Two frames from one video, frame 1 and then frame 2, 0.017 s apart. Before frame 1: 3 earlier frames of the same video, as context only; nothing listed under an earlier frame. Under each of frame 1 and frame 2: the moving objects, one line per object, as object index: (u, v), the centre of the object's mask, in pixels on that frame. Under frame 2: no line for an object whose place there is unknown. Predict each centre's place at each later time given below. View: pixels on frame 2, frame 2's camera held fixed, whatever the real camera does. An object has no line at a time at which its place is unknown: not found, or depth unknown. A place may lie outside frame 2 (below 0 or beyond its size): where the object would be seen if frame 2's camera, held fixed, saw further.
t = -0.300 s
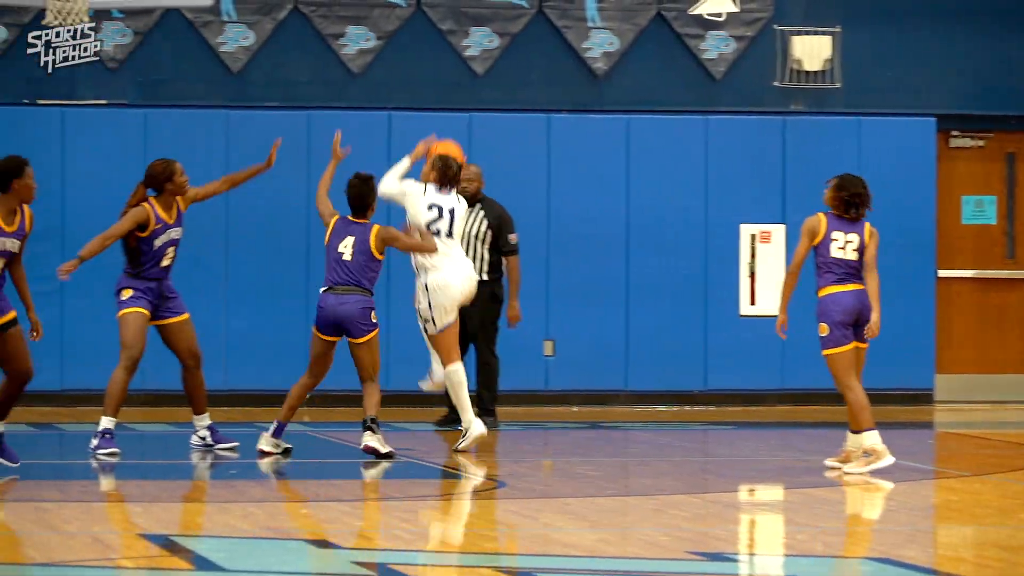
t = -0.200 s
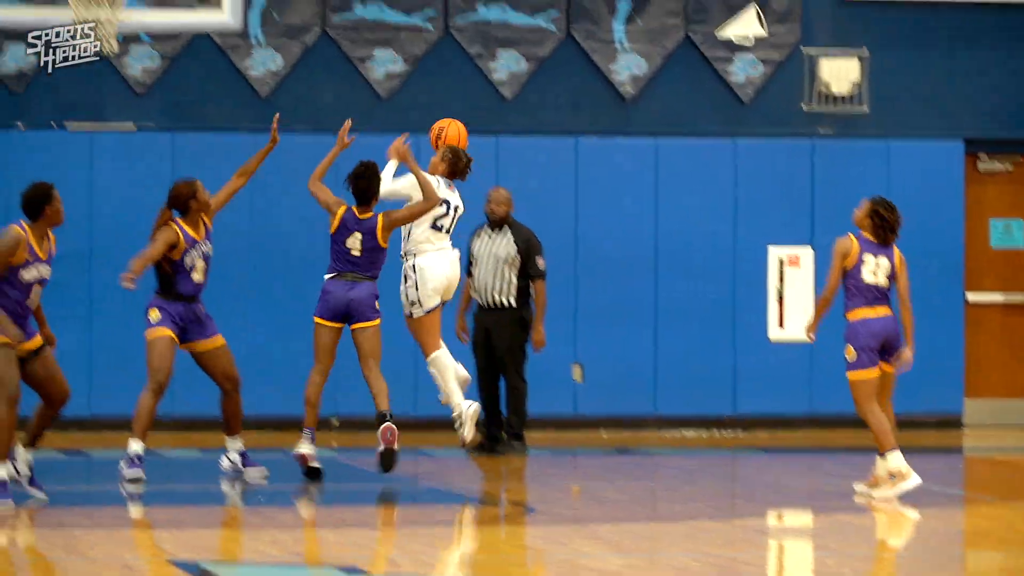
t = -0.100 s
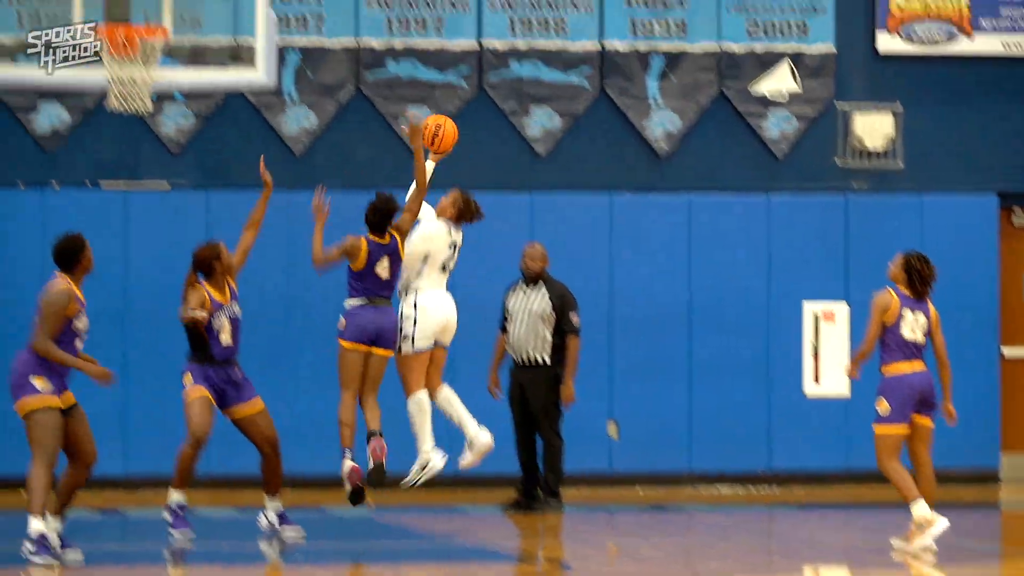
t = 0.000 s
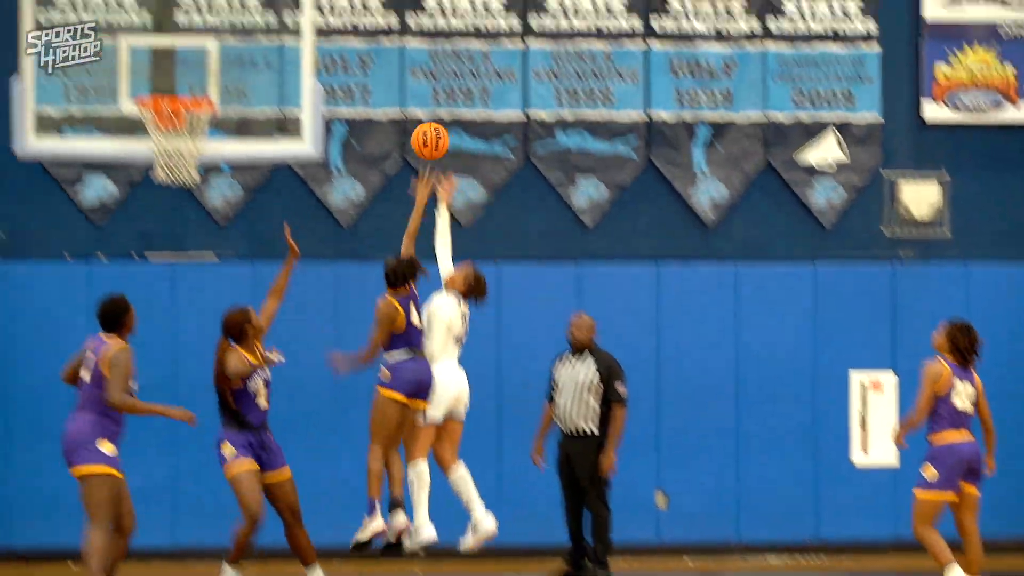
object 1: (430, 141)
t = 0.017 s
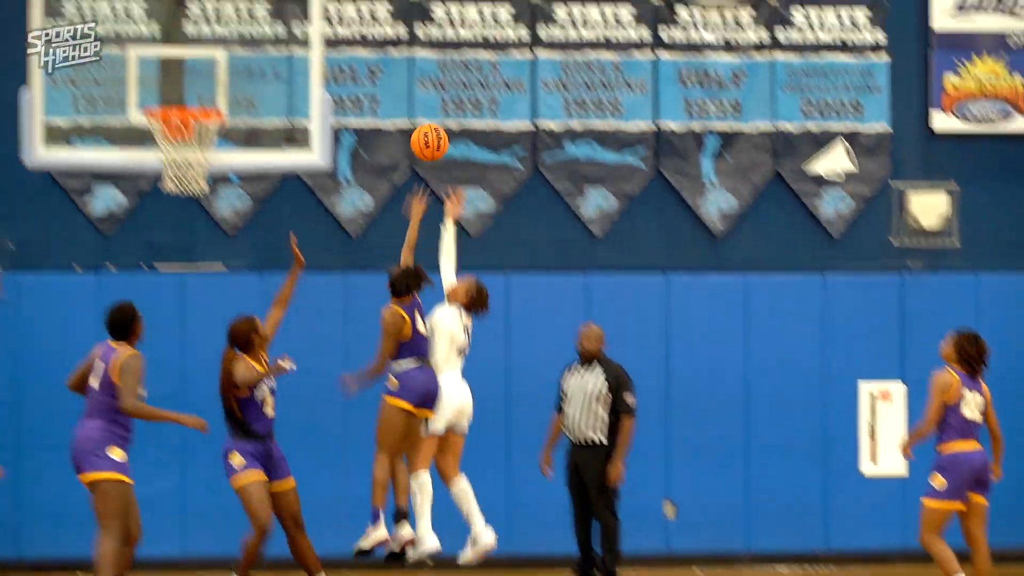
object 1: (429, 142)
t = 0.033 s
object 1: (420, 134)
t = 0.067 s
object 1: (401, 119)
